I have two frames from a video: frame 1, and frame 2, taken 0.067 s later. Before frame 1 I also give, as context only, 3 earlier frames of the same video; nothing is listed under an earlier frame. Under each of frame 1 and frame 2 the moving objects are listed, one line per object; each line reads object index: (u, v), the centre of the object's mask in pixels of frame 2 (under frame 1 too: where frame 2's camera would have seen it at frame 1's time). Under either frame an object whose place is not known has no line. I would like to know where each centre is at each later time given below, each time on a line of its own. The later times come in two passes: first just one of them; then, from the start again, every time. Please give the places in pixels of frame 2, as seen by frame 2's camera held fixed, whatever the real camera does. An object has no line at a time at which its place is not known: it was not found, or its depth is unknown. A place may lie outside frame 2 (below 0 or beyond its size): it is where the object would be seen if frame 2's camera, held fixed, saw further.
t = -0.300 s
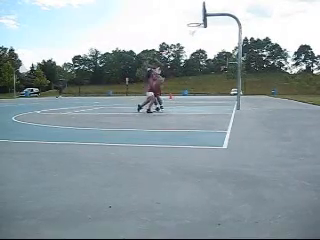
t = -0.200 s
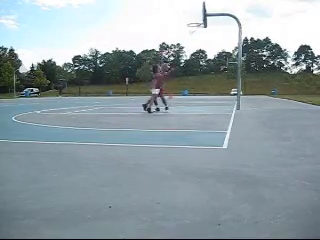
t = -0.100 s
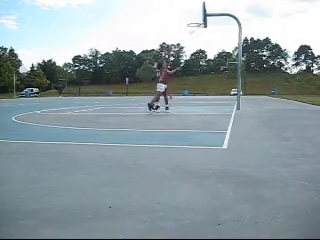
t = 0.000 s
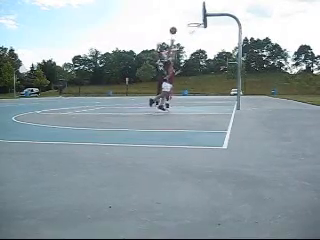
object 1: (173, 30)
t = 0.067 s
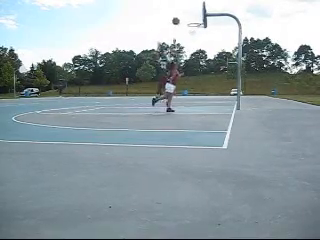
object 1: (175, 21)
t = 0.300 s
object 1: (183, 1)
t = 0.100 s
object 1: (176, 17)
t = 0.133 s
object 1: (178, 13)
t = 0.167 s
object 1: (179, 10)
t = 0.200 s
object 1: (180, 7)
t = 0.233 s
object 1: (181, 4)
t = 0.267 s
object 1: (182, 2)
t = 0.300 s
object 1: (183, 1)
